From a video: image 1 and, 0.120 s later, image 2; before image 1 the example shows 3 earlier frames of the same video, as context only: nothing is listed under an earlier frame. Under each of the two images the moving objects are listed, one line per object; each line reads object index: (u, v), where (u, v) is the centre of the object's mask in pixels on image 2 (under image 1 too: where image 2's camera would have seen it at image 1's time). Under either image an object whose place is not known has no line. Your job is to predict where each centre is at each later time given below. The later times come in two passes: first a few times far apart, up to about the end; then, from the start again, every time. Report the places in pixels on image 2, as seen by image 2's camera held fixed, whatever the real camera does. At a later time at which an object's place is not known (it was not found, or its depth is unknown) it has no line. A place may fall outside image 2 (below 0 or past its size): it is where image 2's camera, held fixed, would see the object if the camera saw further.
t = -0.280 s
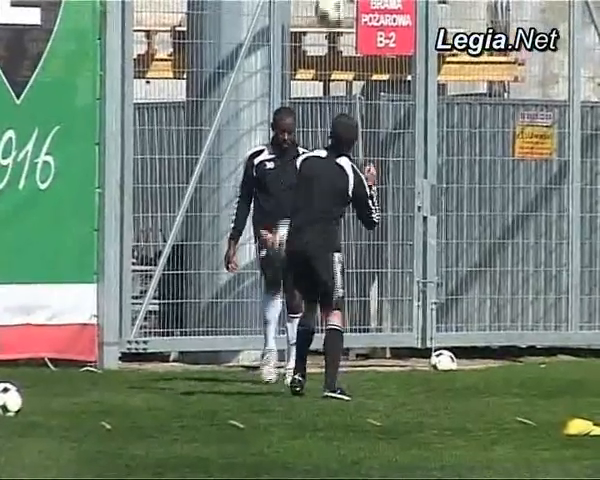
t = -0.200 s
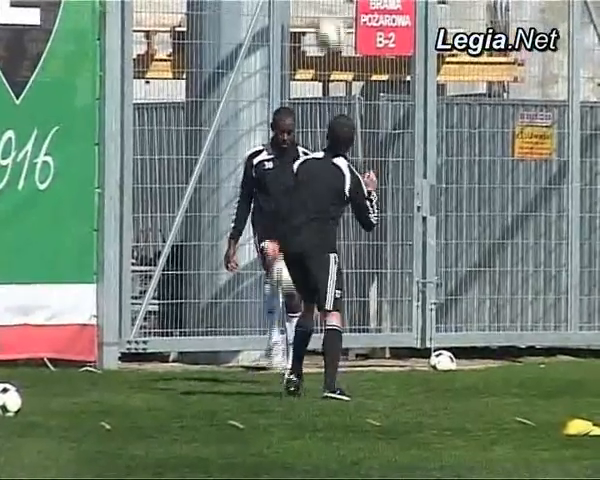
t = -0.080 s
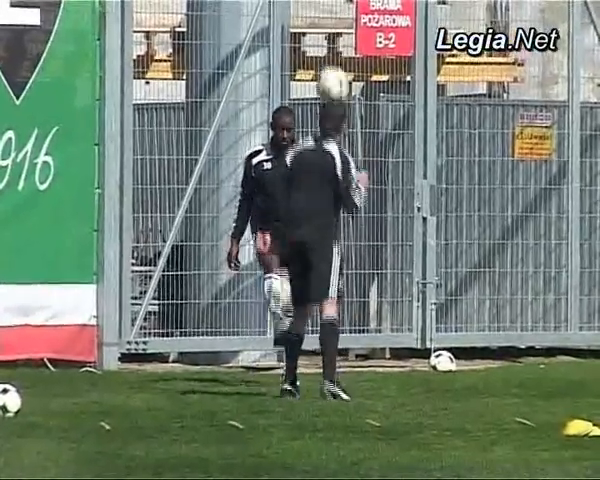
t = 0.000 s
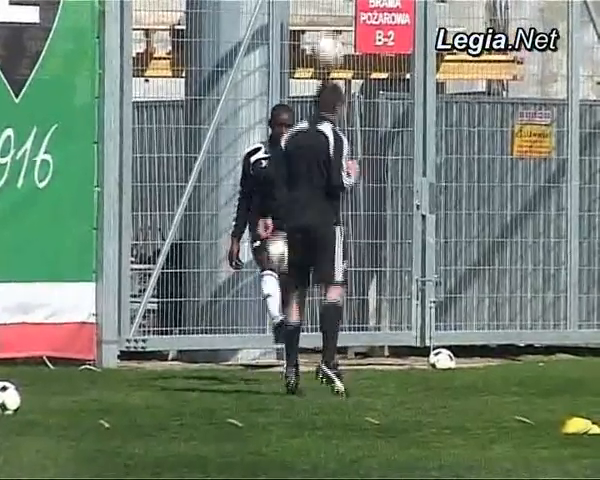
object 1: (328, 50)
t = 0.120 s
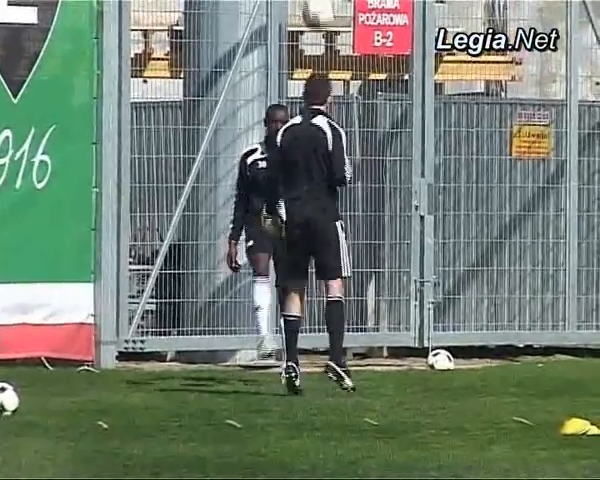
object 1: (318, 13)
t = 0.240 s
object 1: (311, 6)
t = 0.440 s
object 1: (299, 15)
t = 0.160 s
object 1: (316, 10)
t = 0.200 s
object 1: (313, 7)
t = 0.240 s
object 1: (311, 6)
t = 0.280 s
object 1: (309, 6)
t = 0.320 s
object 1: (306, 6)
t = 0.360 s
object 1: (304, 8)
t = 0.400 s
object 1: (301, 11)
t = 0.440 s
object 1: (299, 15)
